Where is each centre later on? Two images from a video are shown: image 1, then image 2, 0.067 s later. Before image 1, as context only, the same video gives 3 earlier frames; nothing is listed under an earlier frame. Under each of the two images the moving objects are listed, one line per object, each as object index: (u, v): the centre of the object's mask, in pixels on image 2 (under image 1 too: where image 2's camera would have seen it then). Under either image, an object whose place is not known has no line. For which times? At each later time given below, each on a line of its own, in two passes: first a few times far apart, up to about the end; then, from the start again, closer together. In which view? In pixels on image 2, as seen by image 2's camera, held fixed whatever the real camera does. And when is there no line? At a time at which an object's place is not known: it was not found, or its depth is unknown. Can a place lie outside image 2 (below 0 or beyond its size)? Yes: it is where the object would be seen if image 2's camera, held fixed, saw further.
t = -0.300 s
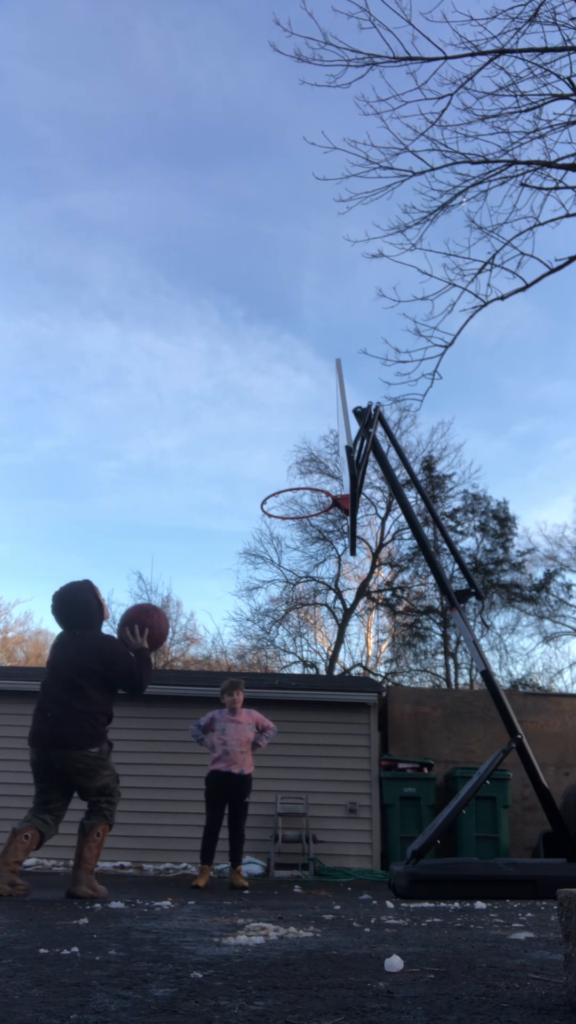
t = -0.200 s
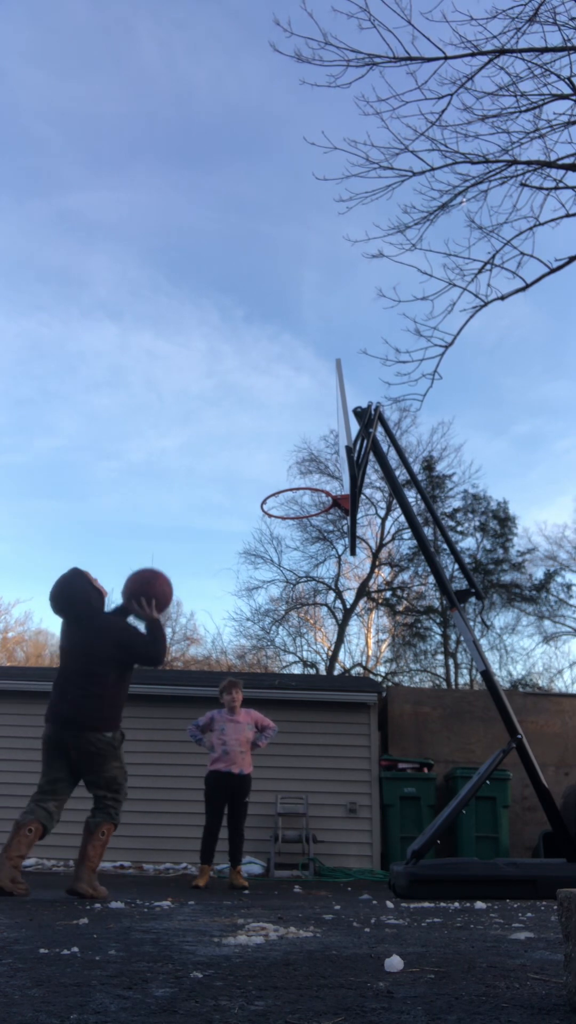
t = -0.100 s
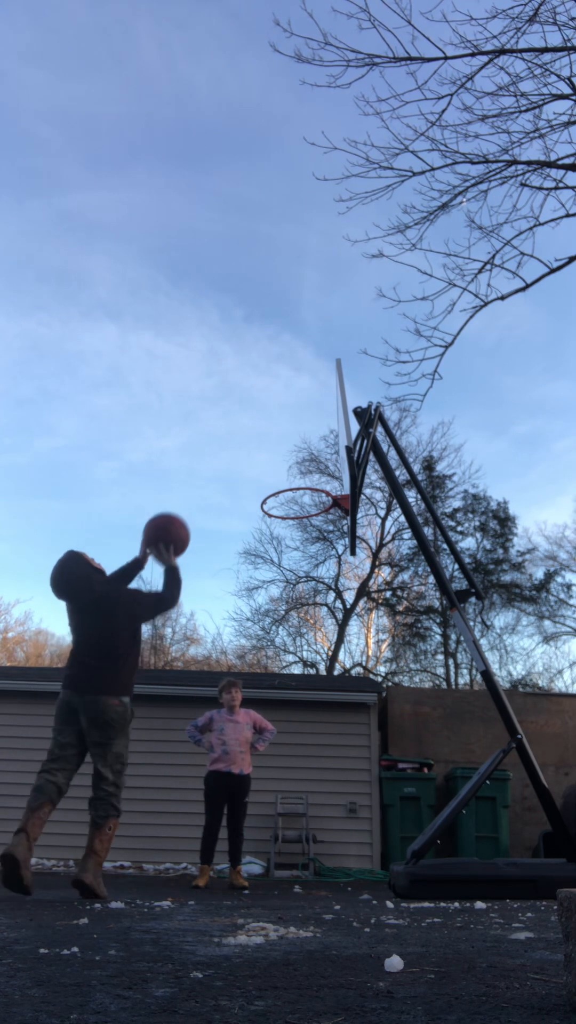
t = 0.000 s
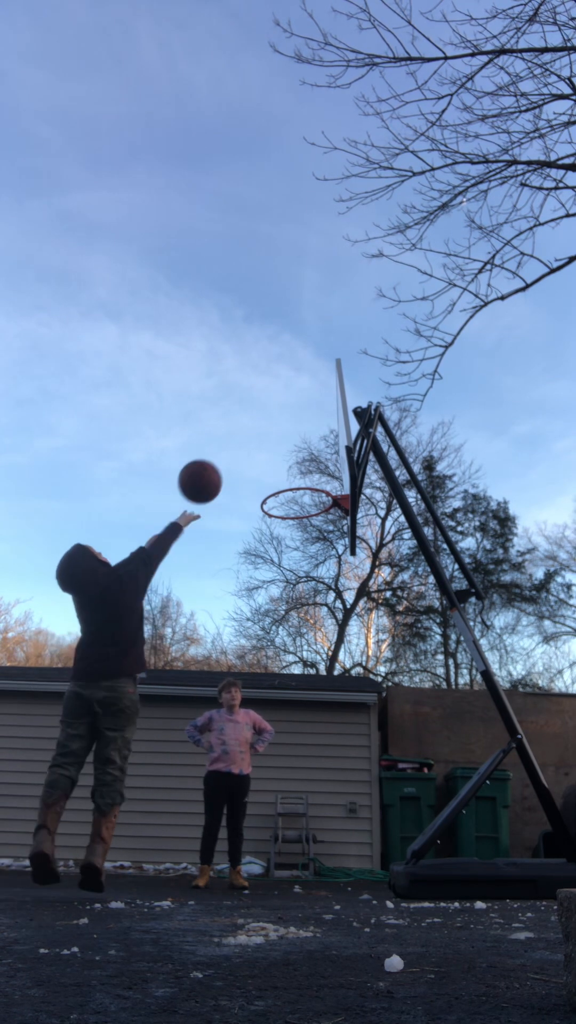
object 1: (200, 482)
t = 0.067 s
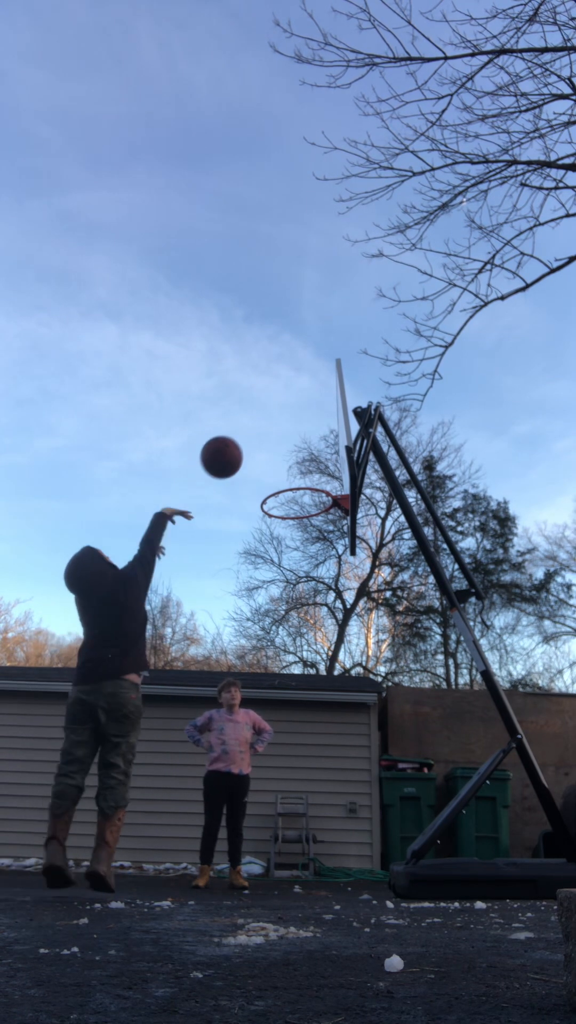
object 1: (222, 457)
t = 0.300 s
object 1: (283, 432)
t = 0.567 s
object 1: (317, 480)
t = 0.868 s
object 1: (279, 502)
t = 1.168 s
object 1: (308, 558)
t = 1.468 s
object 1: (344, 779)
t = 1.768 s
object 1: (367, 696)
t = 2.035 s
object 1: (381, 614)
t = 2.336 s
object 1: (399, 661)
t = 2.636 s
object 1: (398, 817)
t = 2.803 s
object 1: (325, 840)
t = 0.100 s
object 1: (231, 448)
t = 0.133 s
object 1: (241, 441)
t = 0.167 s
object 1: (250, 436)
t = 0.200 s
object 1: (259, 433)
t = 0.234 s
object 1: (267, 431)
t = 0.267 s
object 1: (275, 431)
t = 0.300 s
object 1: (283, 432)
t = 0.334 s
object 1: (290, 435)
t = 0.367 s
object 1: (298, 439)
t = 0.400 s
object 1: (312, 452)
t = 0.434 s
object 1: (319, 460)
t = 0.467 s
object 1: (325, 470)
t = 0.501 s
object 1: (330, 478)
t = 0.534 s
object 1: (323, 479)
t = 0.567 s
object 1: (317, 480)
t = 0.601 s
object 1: (311, 482)
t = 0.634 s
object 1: (305, 485)
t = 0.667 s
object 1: (299, 490)
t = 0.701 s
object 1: (293, 496)
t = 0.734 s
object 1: (287, 503)
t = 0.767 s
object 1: (284, 503)
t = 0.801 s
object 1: (281, 503)
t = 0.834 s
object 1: (280, 502)
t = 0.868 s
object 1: (279, 502)
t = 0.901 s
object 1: (280, 502)
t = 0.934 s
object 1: (283, 503)
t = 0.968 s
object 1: (286, 506)
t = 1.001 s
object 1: (289, 510)
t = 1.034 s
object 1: (293, 516)
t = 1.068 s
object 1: (297, 524)
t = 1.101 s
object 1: (300, 534)
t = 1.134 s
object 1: (304, 545)
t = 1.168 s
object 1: (308, 558)
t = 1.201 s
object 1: (311, 573)
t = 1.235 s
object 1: (315, 590)
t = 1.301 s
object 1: (322, 631)
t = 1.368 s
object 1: (331, 682)
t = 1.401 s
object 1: (335, 710)
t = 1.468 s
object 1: (344, 779)
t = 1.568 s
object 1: (357, 858)
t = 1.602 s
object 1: (359, 823)
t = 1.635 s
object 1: (360, 792)
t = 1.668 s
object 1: (362, 764)
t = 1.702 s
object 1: (364, 738)
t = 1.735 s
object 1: (365, 715)
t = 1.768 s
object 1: (367, 696)
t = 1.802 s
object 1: (369, 677)
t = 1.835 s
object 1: (370, 663)
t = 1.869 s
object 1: (372, 650)
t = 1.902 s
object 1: (374, 638)
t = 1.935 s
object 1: (376, 629)
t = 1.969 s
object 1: (377, 622)
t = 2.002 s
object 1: (379, 617)
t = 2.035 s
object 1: (381, 614)
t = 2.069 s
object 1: (383, 612)
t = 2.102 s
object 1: (385, 612)
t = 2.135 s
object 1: (386, 614)
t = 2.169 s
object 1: (388, 617)
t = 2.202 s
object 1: (390, 623)
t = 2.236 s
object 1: (392, 630)
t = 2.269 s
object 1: (394, 638)
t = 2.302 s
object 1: (396, 649)
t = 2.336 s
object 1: (399, 661)
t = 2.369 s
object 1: (401, 675)
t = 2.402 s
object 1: (403, 692)
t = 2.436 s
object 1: (406, 709)
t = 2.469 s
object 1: (409, 730)
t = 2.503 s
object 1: (411, 751)
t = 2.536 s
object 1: (414, 775)
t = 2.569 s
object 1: (417, 802)
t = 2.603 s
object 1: (413, 817)
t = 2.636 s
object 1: (398, 817)
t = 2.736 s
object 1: (353, 825)
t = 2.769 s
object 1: (339, 832)
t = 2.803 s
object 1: (325, 840)
